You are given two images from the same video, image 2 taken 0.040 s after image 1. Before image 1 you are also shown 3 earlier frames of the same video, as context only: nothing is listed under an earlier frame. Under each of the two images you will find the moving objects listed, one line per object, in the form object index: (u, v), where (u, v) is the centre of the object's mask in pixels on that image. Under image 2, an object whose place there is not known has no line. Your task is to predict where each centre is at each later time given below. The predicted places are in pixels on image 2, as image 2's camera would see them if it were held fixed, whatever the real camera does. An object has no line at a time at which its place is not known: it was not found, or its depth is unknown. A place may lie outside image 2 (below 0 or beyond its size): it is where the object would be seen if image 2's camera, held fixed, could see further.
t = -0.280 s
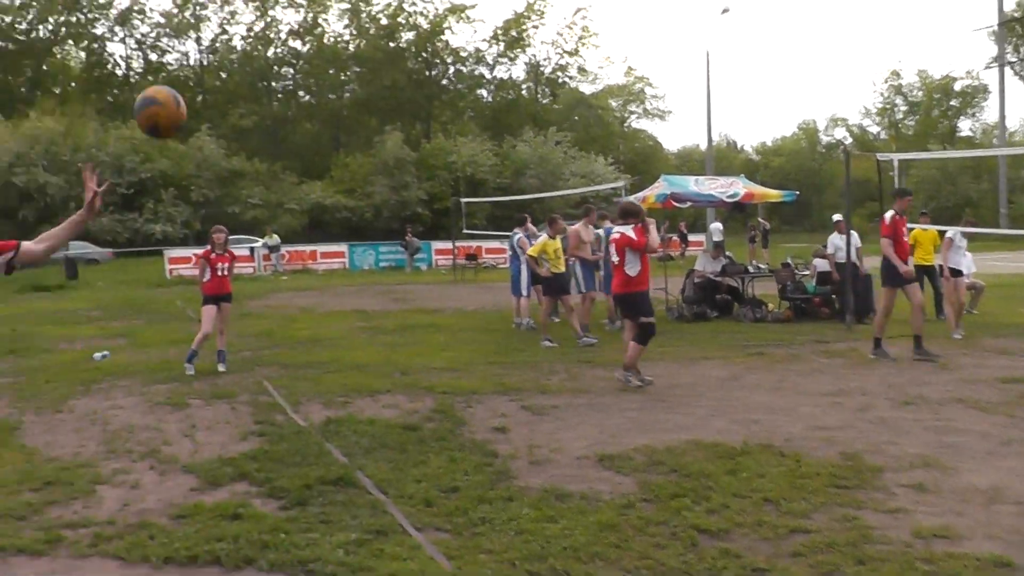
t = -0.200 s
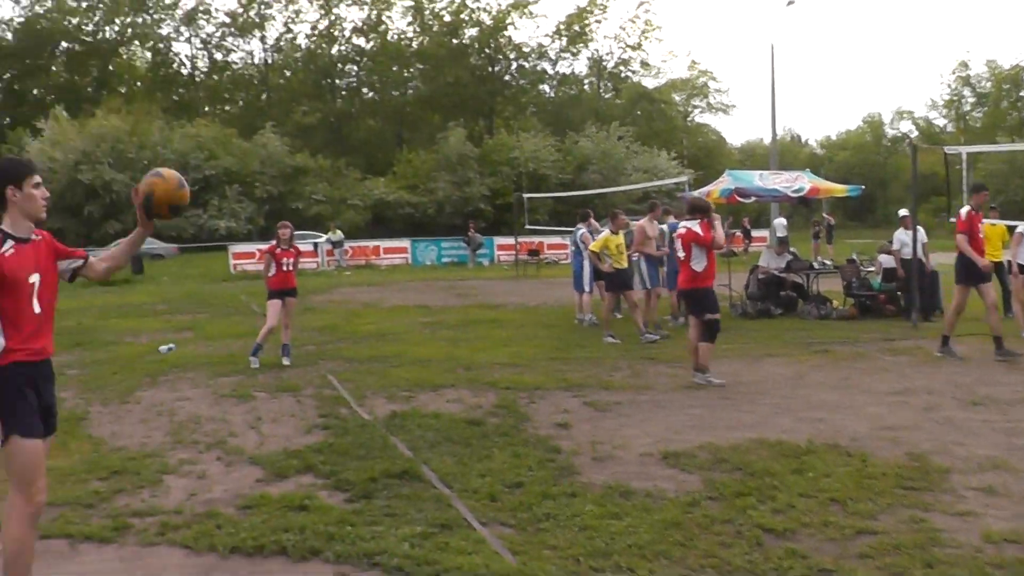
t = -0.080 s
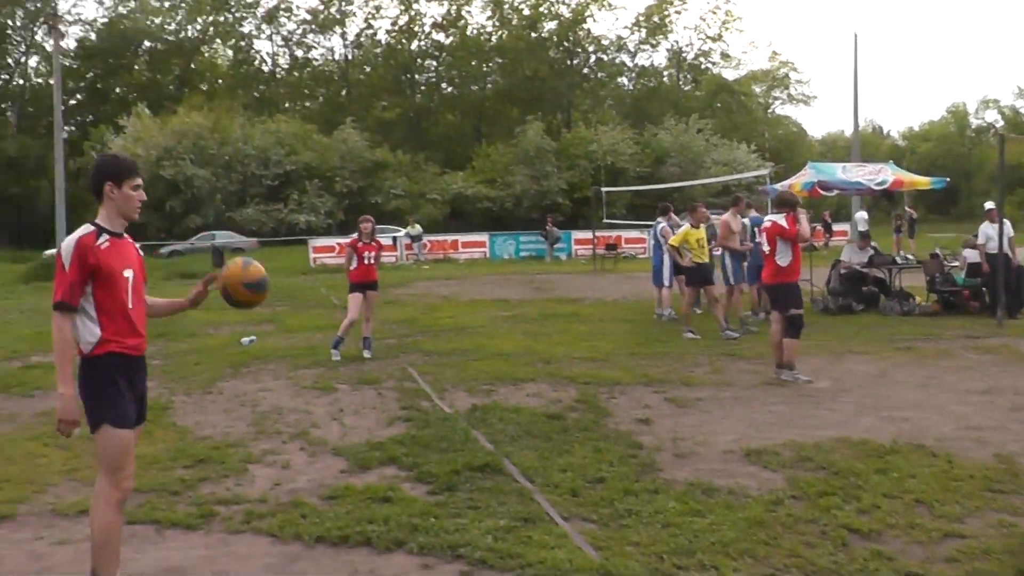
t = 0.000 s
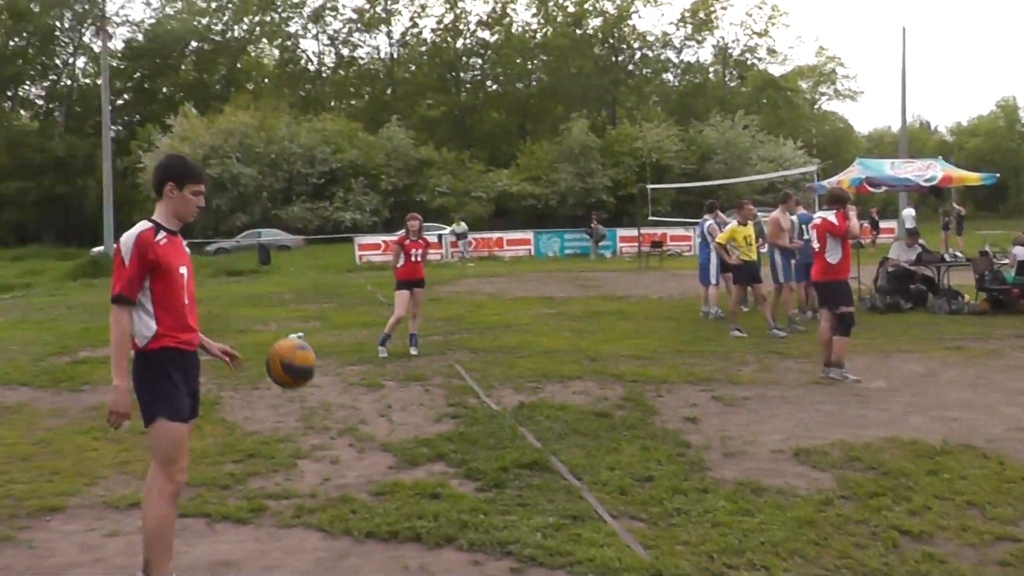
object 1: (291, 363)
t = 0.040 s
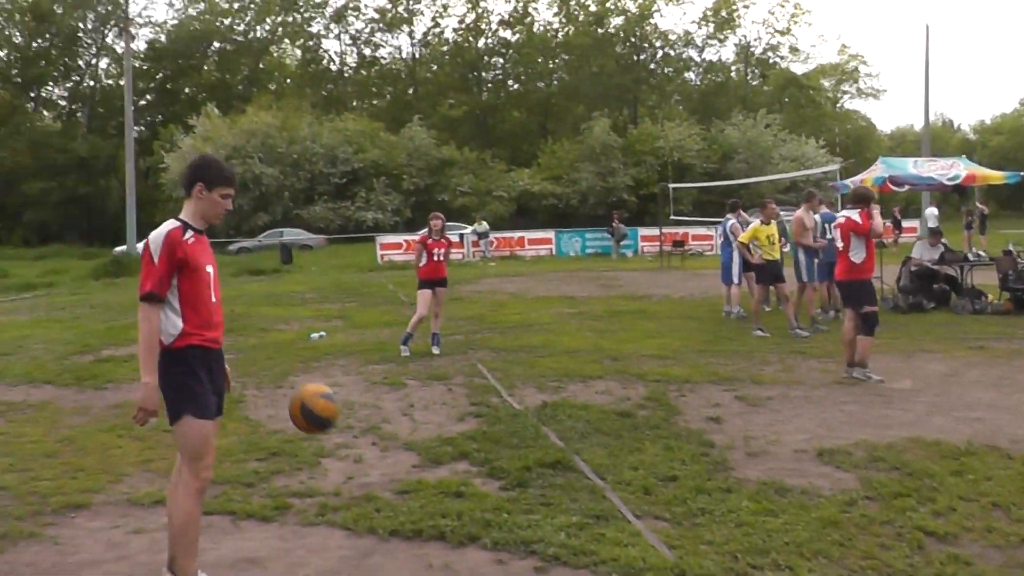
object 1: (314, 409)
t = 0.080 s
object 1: (311, 458)
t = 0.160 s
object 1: (305, 563)
